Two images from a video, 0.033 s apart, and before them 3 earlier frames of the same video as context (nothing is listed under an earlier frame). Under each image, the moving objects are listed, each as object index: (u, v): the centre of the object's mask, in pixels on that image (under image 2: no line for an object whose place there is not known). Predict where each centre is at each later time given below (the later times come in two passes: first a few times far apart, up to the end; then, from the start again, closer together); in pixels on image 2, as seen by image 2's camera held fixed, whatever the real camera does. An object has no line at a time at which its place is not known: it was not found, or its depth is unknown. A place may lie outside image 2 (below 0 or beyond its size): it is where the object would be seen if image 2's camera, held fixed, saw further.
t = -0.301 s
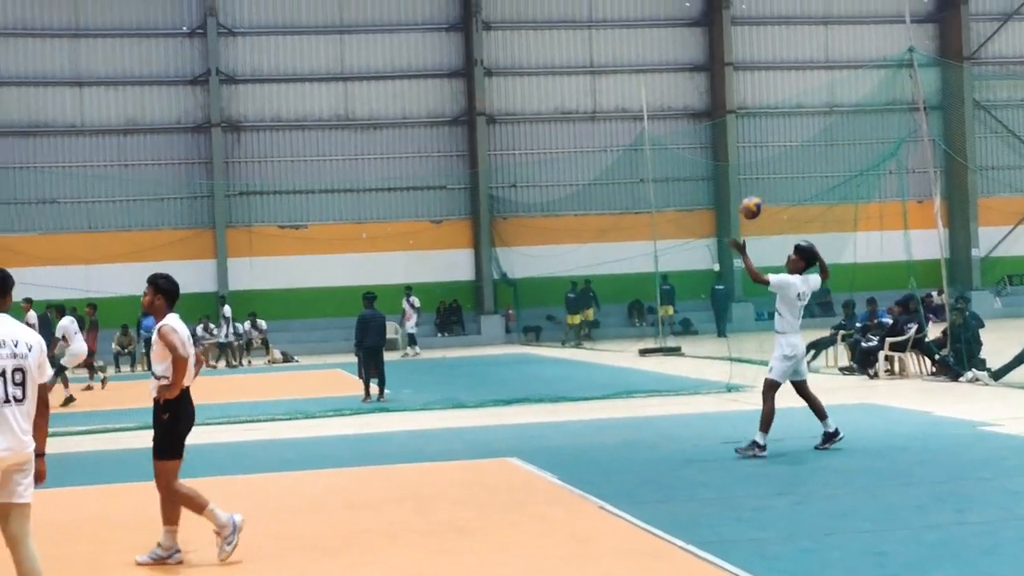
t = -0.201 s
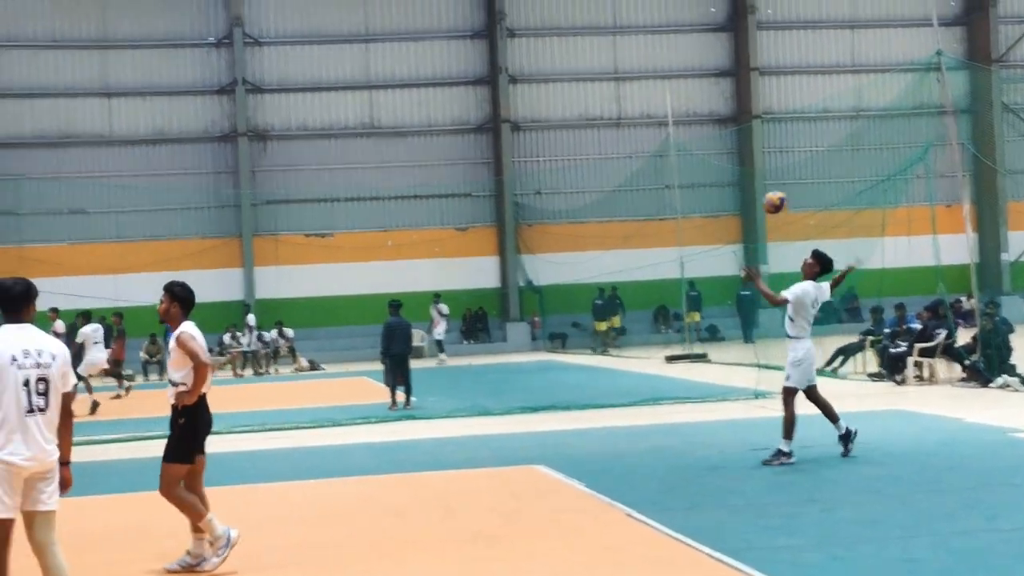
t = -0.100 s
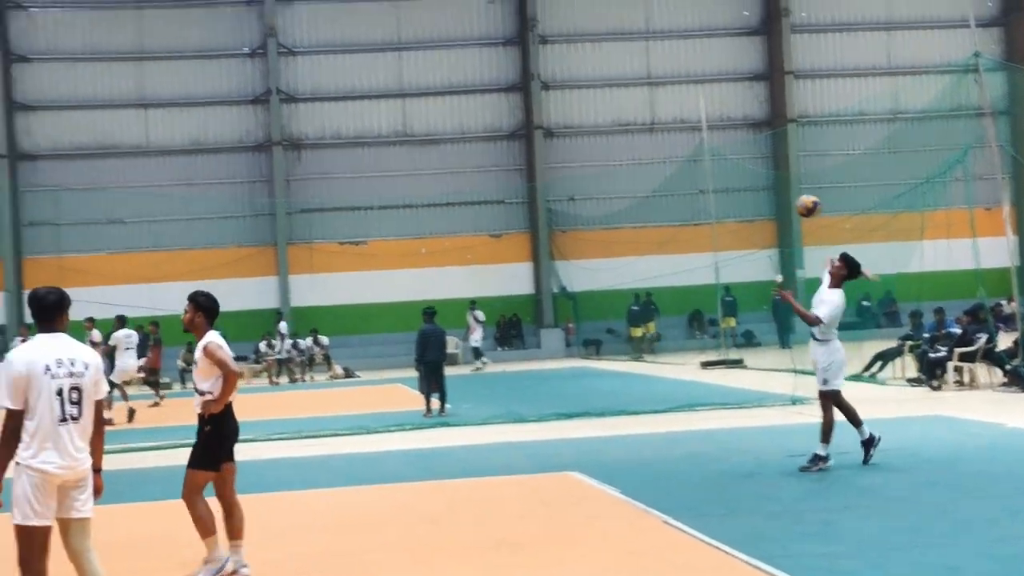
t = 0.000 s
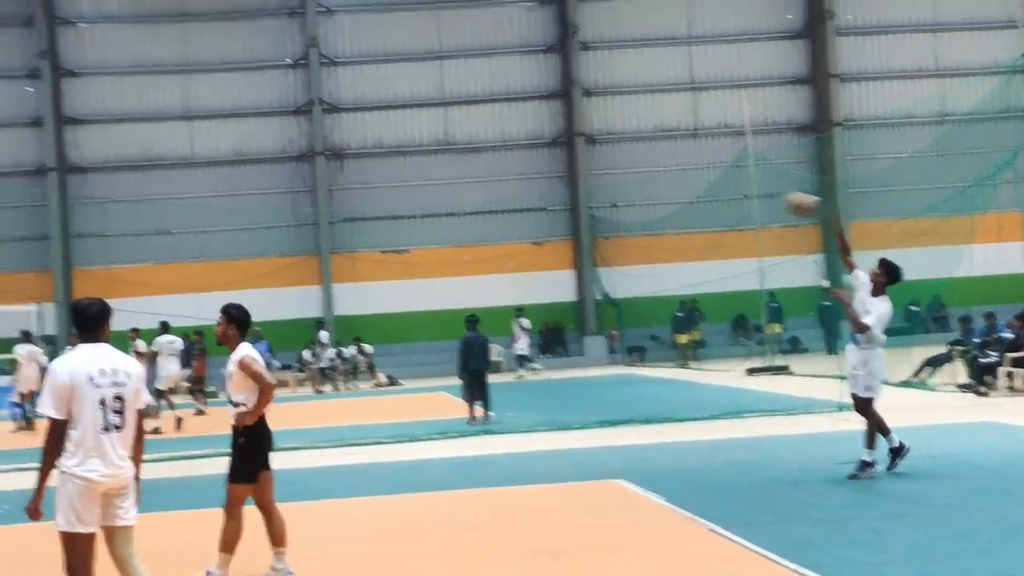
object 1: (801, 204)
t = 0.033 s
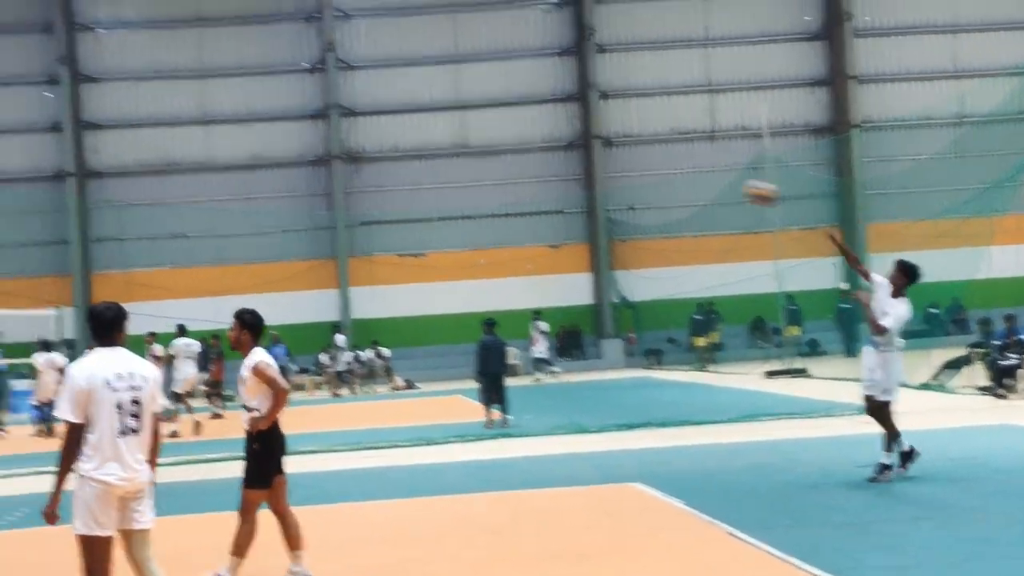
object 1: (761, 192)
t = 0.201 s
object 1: (454, 143)
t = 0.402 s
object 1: (72, 116)
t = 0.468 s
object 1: (-73, 121)
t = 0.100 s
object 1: (640, 169)
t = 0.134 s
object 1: (578, 159)
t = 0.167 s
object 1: (515, 150)
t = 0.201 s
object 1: (454, 143)
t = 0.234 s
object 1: (390, 135)
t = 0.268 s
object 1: (329, 129)
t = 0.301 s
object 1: (268, 124)
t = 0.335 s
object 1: (204, 120)
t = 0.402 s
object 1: (72, 116)
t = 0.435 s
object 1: (1, 119)
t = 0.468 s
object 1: (-73, 121)
